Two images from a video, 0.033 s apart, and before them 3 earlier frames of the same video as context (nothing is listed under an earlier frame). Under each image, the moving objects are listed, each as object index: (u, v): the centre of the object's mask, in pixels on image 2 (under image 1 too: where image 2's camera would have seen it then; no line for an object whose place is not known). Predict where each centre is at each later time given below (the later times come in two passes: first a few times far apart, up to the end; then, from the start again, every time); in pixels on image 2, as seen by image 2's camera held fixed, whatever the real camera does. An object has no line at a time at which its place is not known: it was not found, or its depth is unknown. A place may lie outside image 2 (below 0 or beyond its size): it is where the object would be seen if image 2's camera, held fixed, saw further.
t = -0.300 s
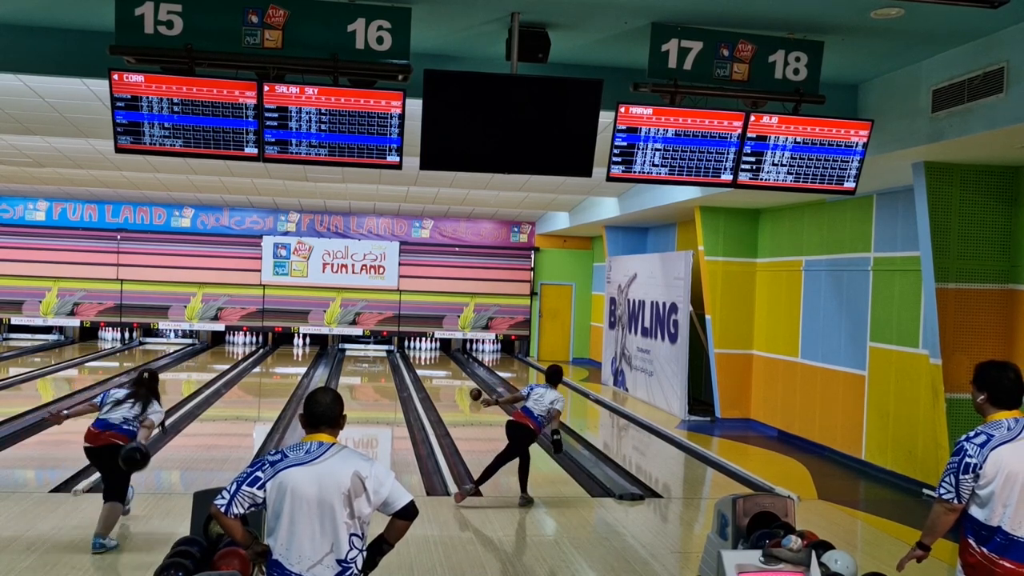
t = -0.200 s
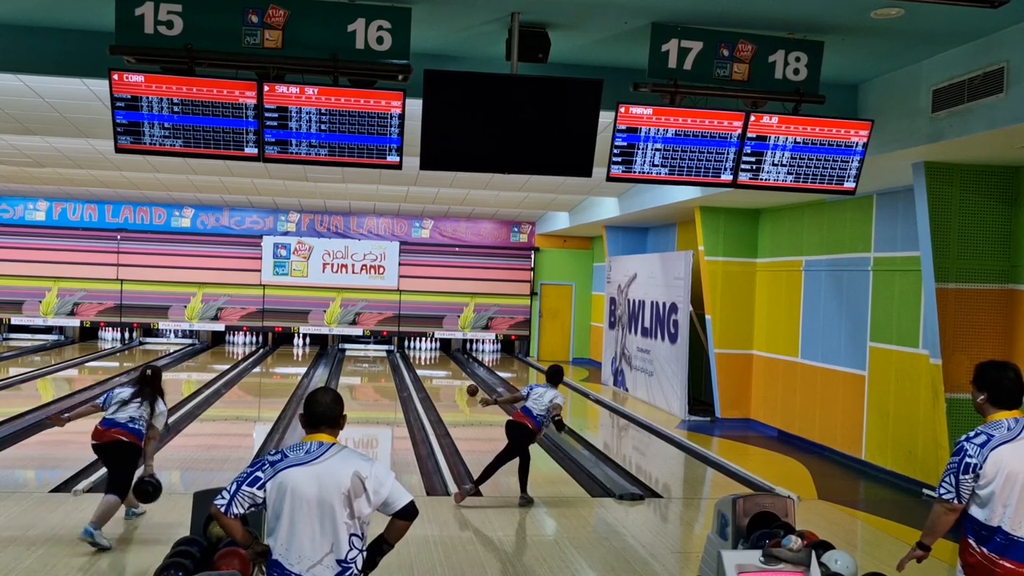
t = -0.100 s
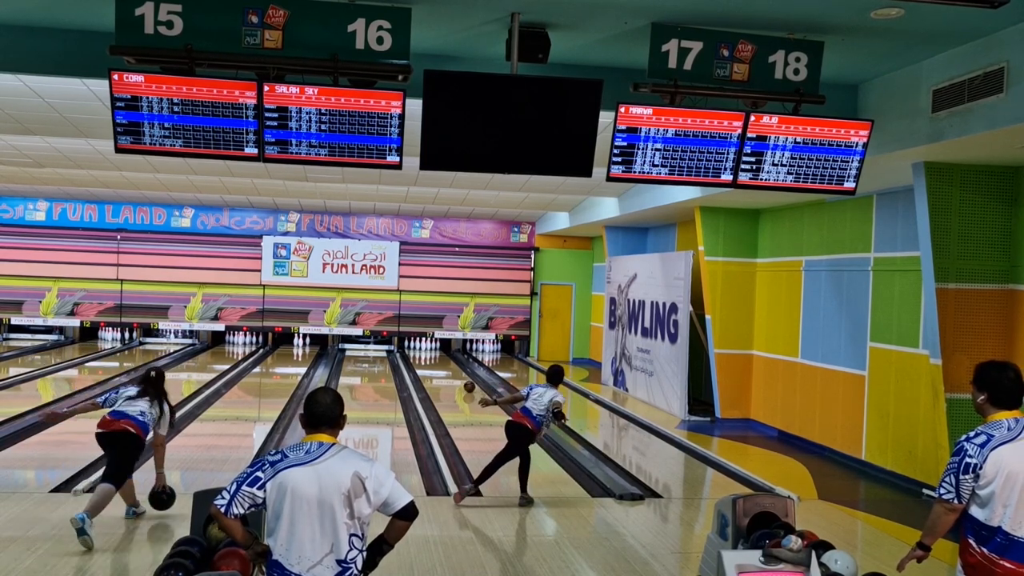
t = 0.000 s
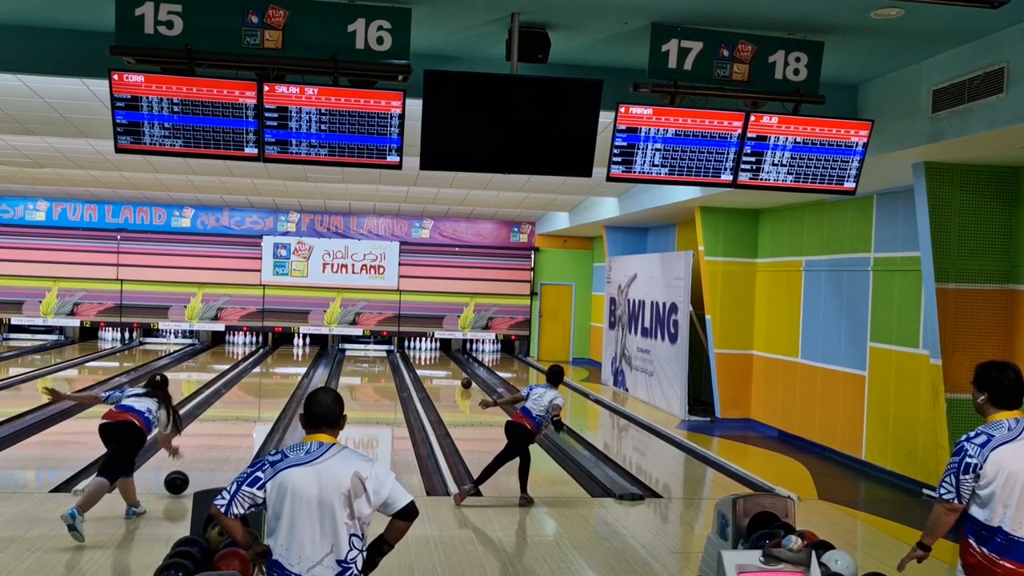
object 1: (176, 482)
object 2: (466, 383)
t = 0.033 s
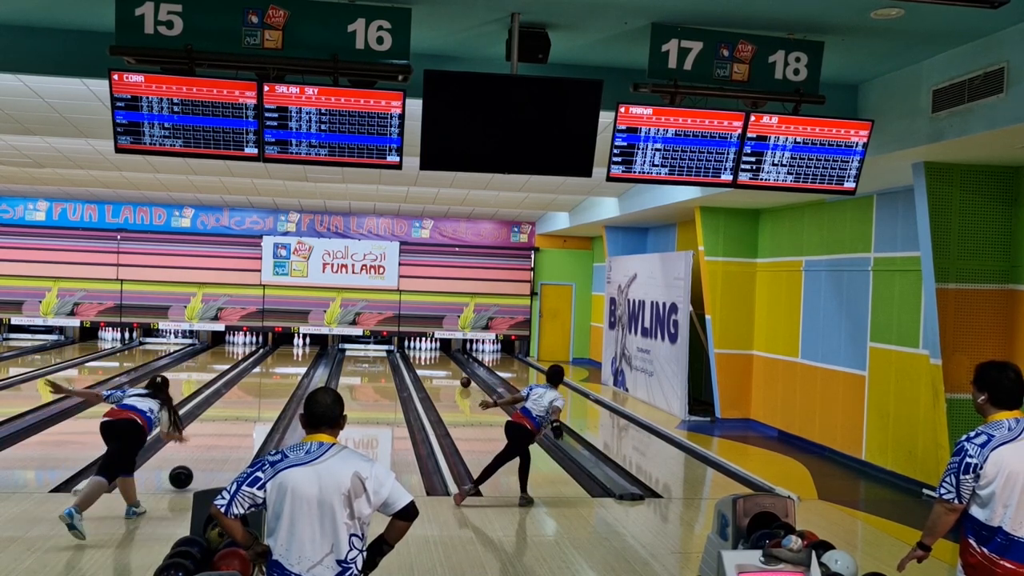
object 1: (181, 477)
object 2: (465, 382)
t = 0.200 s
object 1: (199, 456)
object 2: (461, 377)
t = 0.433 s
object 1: (219, 431)
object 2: (457, 372)
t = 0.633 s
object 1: (233, 414)
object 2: (451, 365)
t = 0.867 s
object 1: (245, 399)
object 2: (446, 361)
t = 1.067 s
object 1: (254, 389)
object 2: (444, 358)
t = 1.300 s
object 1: (262, 379)
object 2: (437, 354)
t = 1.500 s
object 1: (268, 371)
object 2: (431, 351)
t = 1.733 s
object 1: (275, 364)
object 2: (427, 348)
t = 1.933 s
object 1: (279, 358)
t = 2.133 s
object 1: (283, 354)
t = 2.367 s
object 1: (287, 349)
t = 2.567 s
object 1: (290, 346)
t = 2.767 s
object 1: (294, 343)
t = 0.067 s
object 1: (185, 473)
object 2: (464, 381)
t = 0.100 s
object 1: (189, 469)
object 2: (463, 380)
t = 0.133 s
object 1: (192, 465)
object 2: (463, 379)
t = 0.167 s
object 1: (196, 460)
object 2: (462, 378)
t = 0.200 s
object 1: (199, 456)
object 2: (461, 377)
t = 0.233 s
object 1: (203, 452)
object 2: (459, 374)
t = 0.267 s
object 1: (206, 448)
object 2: (458, 373)
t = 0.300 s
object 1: (209, 444)
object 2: (458, 372)
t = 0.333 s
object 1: (212, 441)
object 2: (457, 372)
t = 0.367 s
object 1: (214, 437)
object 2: (457, 372)
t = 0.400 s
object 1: (217, 434)
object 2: (457, 372)
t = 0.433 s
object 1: (219, 431)
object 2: (457, 372)
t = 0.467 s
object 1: (222, 428)
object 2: (455, 370)
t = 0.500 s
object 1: (224, 425)
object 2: (454, 368)
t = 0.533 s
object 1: (226, 422)
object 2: (453, 368)
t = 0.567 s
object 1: (229, 419)
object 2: (452, 367)
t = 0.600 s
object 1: (231, 417)
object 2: (452, 366)
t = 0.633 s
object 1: (233, 414)
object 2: (451, 365)
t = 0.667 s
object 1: (235, 412)
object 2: (450, 365)
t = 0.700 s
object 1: (237, 410)
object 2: (450, 364)
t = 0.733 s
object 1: (238, 408)
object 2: (449, 364)
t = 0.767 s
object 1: (240, 405)
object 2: (448, 363)
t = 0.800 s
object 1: (242, 403)
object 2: (447, 362)
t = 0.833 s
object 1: (243, 401)
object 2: (446, 361)
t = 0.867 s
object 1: (245, 399)
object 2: (446, 361)
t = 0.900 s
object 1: (247, 397)
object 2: (446, 361)
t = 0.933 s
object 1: (248, 395)
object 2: (445, 361)
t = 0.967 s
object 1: (250, 394)
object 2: (445, 359)
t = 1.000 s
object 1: (251, 392)
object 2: (445, 360)
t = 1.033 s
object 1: (253, 390)
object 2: (443, 358)
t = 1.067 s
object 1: (254, 389)
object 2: (444, 358)
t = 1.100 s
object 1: (255, 387)
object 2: (442, 357)
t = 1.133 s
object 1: (256, 386)
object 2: (441, 356)
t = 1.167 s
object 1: (258, 384)
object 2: (439, 355)
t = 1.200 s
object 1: (259, 383)
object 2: (439, 355)
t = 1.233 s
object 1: (260, 381)
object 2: (439, 354)
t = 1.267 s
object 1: (261, 380)
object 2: (438, 354)
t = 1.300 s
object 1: (262, 379)
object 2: (437, 354)
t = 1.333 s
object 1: (263, 377)
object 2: (436, 353)
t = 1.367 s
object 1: (264, 376)
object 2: (435, 353)
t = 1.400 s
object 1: (265, 375)
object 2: (434, 352)
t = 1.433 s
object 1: (267, 373)
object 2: (433, 351)
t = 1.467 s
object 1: (268, 372)
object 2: (432, 351)
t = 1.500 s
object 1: (268, 371)
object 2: (431, 351)
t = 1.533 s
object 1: (269, 370)
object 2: (431, 350)
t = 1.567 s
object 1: (270, 369)
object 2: (430, 350)
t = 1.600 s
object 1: (271, 368)
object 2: (429, 350)
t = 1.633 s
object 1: (272, 367)
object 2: (428, 349)
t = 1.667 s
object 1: (273, 366)
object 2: (428, 349)
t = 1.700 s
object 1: (274, 365)
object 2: (427, 349)
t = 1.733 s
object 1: (275, 364)
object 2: (427, 348)
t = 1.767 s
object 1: (275, 363)
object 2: (425, 347)
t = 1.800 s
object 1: (276, 362)
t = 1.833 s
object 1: (277, 361)
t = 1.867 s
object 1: (277, 360)
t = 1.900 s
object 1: (278, 359)
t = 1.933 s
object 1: (279, 358)
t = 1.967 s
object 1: (280, 358)
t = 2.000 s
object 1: (280, 357)
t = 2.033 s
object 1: (281, 356)
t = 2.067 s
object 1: (282, 356)
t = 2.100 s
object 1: (283, 355)
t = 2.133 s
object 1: (283, 354)
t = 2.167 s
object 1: (284, 353)
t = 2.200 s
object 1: (284, 352)
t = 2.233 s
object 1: (285, 352)
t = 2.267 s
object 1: (286, 351)
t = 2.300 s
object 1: (286, 351)
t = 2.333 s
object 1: (287, 350)
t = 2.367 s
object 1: (287, 349)
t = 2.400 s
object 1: (288, 349)
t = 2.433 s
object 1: (288, 348)
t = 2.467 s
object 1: (289, 348)
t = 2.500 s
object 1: (289, 347)
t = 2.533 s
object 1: (289, 347)
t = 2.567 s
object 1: (290, 346)
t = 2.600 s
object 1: (291, 345)
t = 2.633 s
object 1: (292, 345)
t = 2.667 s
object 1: (292, 345)
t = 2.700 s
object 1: (293, 344)
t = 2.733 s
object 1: (294, 344)
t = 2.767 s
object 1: (294, 343)
